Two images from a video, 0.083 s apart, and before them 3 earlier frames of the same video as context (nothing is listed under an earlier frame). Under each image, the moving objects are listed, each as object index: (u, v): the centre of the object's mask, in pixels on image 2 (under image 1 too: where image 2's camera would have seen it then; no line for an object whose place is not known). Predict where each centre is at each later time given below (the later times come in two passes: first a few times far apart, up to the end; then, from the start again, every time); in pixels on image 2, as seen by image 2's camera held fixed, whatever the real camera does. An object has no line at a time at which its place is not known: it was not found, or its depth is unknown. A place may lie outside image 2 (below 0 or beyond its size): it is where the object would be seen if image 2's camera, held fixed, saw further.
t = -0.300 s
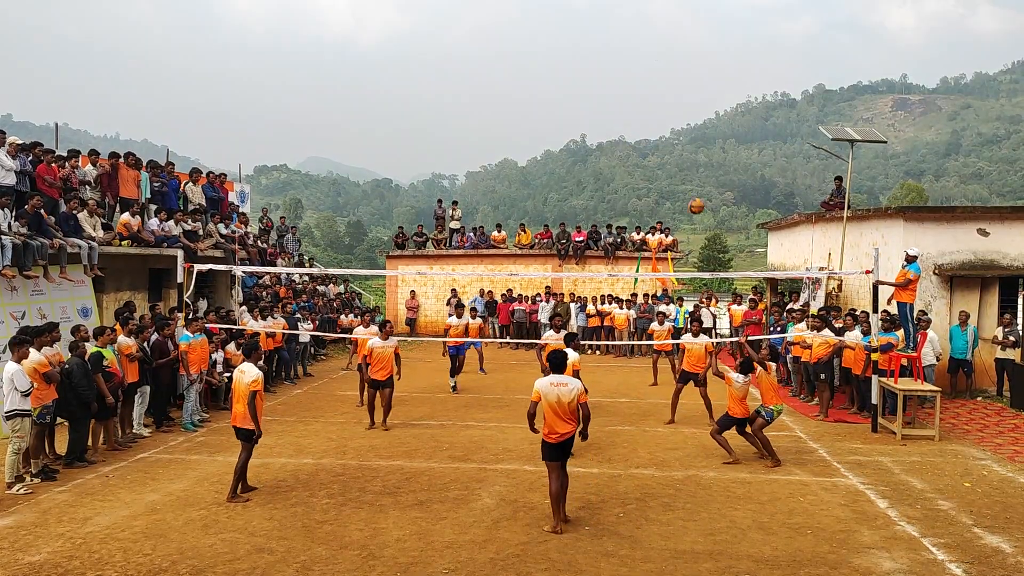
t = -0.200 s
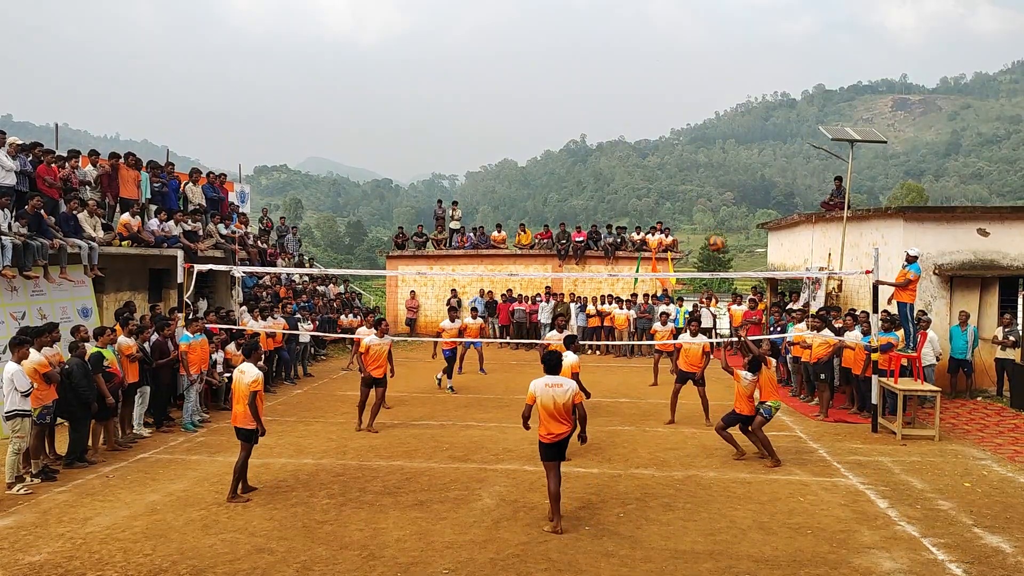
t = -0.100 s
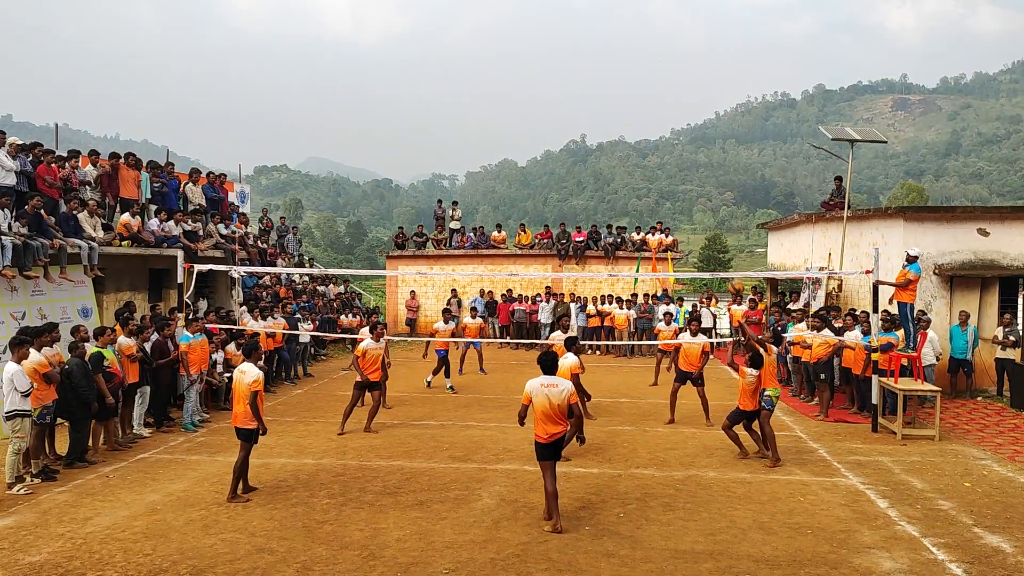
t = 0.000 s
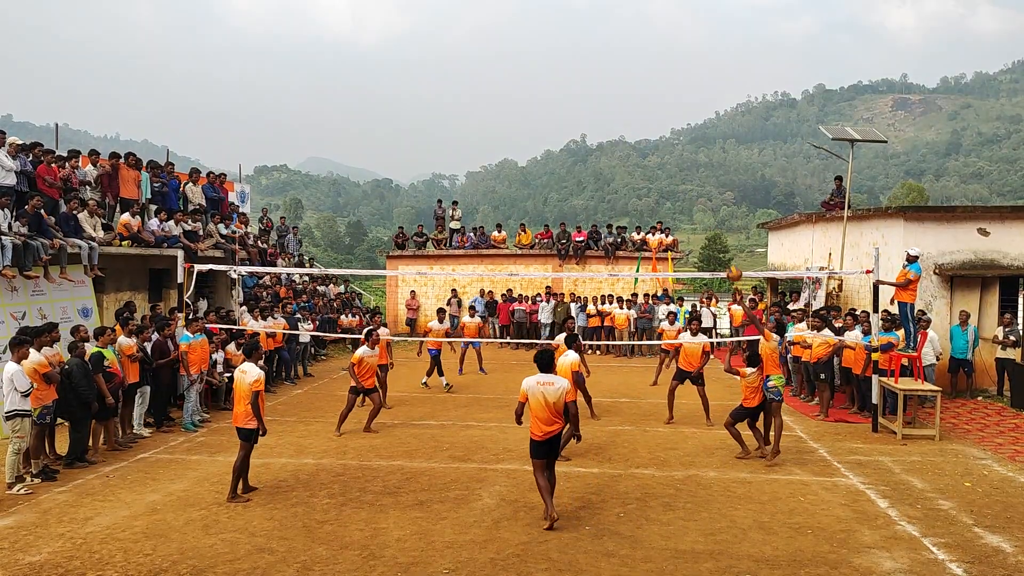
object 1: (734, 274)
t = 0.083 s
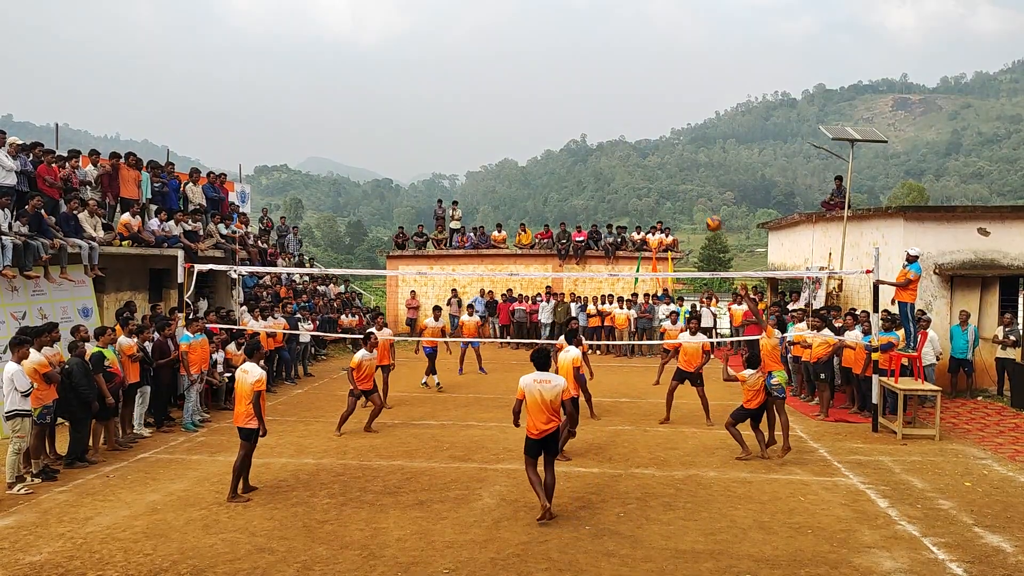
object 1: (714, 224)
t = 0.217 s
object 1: (682, 156)
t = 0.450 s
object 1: (632, 72)
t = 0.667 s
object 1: (588, 32)
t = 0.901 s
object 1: (543, 28)
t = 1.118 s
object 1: (506, 57)
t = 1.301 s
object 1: (477, 105)
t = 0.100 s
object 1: (710, 214)
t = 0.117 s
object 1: (705, 205)
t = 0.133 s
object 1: (701, 196)
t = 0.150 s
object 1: (697, 188)
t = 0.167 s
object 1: (694, 179)
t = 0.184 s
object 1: (690, 171)
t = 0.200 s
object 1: (686, 163)
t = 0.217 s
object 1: (682, 156)
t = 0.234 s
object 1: (678, 148)
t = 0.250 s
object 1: (674, 141)
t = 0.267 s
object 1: (671, 134)
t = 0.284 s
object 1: (667, 128)
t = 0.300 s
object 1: (663, 121)
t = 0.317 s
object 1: (660, 115)
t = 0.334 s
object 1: (656, 108)
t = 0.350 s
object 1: (653, 103)
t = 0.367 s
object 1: (649, 97)
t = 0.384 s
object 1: (646, 91)
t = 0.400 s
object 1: (642, 86)
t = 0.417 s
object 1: (639, 81)
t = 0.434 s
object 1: (635, 76)
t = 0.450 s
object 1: (632, 72)
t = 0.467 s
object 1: (628, 67)
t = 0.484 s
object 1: (625, 63)
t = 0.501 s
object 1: (621, 59)
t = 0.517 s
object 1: (618, 56)
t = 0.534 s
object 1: (615, 52)
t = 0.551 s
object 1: (611, 49)
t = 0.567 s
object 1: (608, 46)
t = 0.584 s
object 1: (604, 43)
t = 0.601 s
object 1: (601, 40)
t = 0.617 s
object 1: (598, 38)
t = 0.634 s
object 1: (594, 35)
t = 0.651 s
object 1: (591, 33)
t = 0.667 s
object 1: (588, 32)
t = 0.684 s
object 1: (584, 30)
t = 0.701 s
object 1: (581, 28)
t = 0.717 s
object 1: (578, 27)
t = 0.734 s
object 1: (575, 26)
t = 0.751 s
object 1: (571, 26)
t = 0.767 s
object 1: (568, 25)
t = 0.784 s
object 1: (565, 25)
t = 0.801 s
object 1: (562, 24)
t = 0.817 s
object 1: (559, 24)
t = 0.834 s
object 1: (555, 25)
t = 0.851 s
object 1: (552, 25)
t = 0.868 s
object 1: (549, 26)
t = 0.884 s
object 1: (546, 27)
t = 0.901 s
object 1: (543, 28)
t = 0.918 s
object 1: (540, 29)
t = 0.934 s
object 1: (537, 30)
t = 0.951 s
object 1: (534, 32)
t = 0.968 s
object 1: (532, 34)
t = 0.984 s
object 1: (529, 35)
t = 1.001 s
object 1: (526, 38)
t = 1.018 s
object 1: (523, 40)
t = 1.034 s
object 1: (520, 42)
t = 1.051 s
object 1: (517, 45)
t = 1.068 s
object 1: (514, 48)
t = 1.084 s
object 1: (512, 51)
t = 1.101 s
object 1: (509, 54)
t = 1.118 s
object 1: (506, 57)
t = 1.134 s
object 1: (504, 61)
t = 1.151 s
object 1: (501, 64)
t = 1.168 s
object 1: (498, 68)
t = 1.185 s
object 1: (495, 72)
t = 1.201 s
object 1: (493, 76)
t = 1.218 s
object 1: (490, 81)
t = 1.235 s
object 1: (488, 85)
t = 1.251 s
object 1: (485, 90)
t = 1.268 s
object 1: (482, 95)
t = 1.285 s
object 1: (480, 99)
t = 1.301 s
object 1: (477, 105)
